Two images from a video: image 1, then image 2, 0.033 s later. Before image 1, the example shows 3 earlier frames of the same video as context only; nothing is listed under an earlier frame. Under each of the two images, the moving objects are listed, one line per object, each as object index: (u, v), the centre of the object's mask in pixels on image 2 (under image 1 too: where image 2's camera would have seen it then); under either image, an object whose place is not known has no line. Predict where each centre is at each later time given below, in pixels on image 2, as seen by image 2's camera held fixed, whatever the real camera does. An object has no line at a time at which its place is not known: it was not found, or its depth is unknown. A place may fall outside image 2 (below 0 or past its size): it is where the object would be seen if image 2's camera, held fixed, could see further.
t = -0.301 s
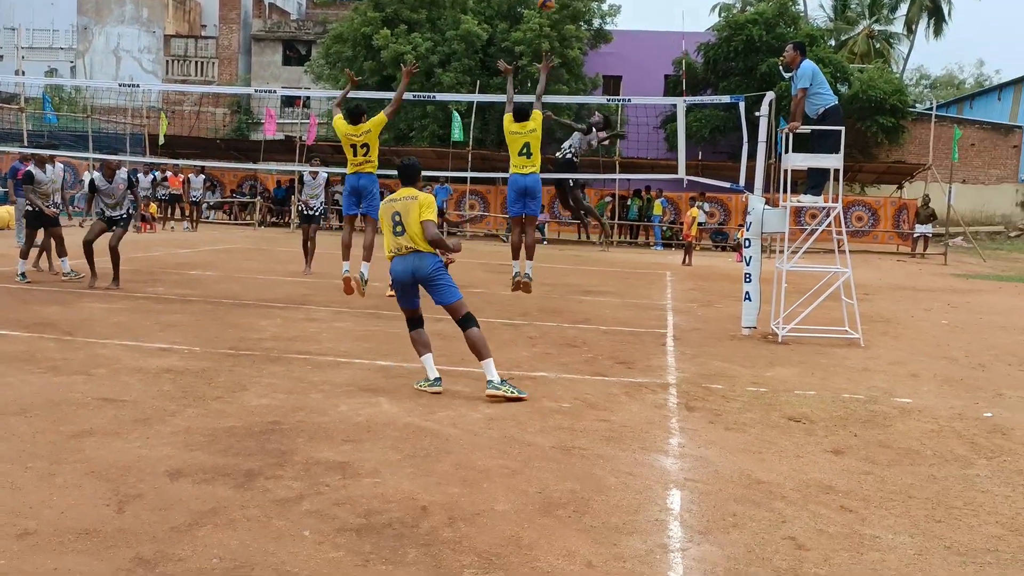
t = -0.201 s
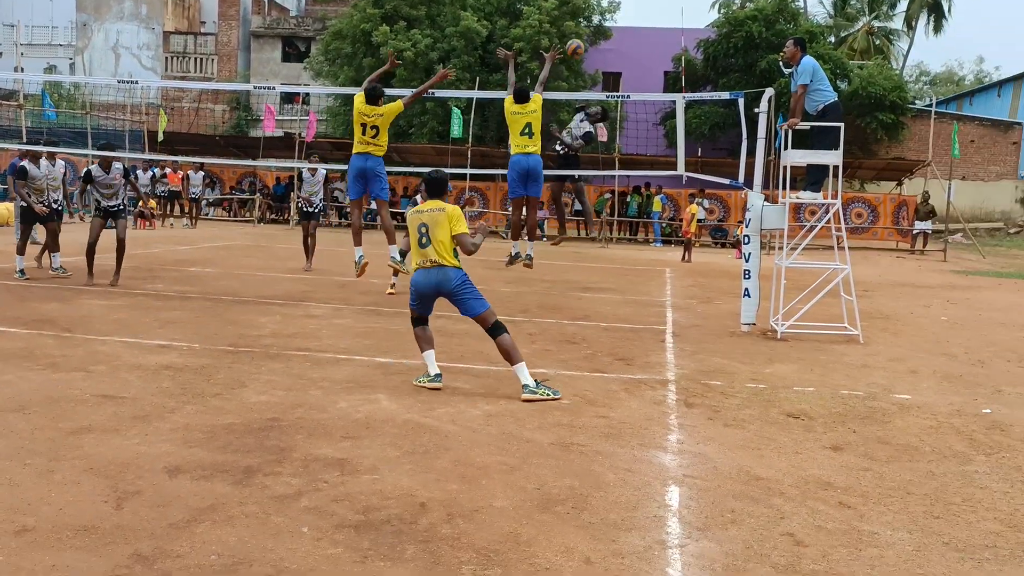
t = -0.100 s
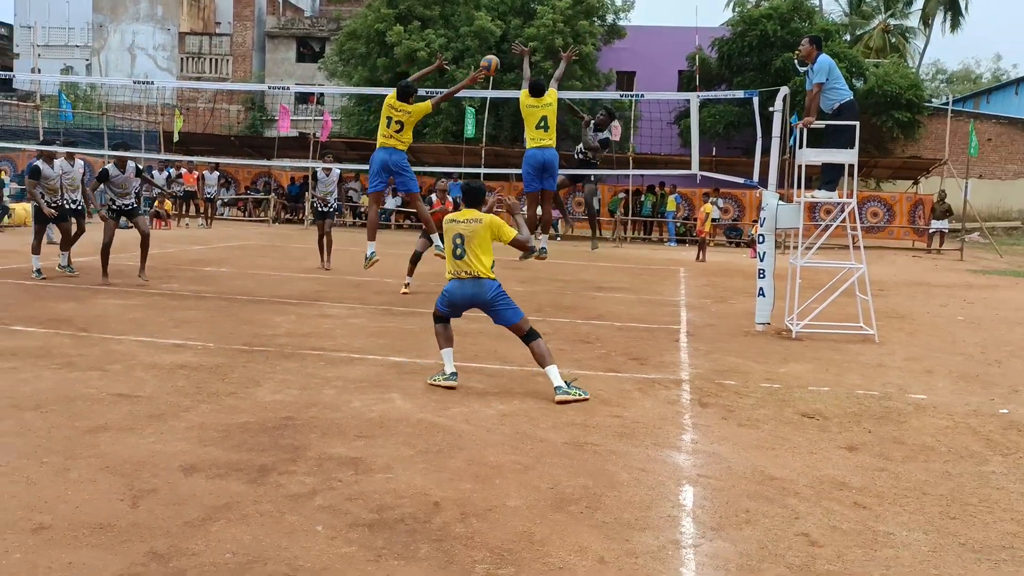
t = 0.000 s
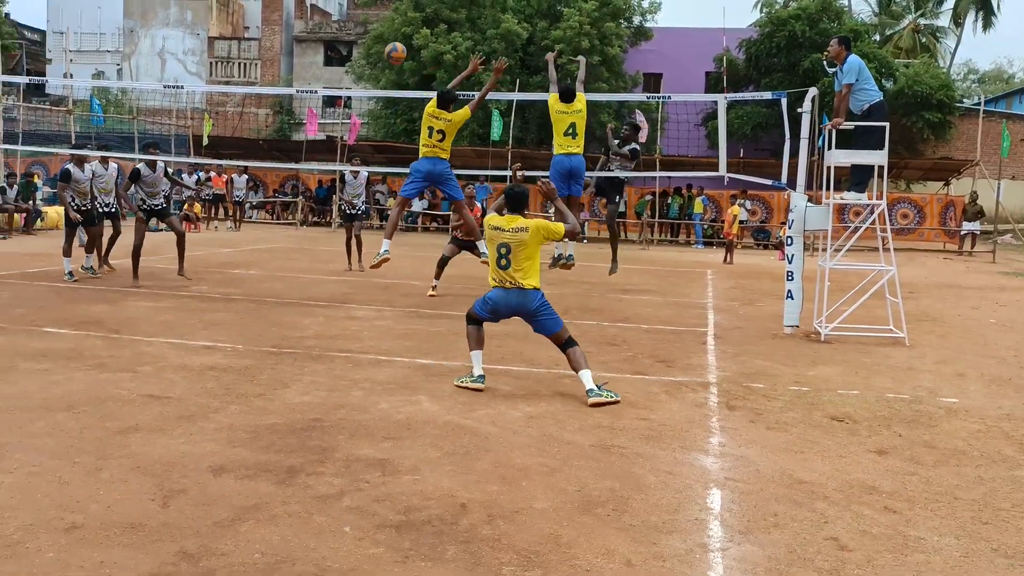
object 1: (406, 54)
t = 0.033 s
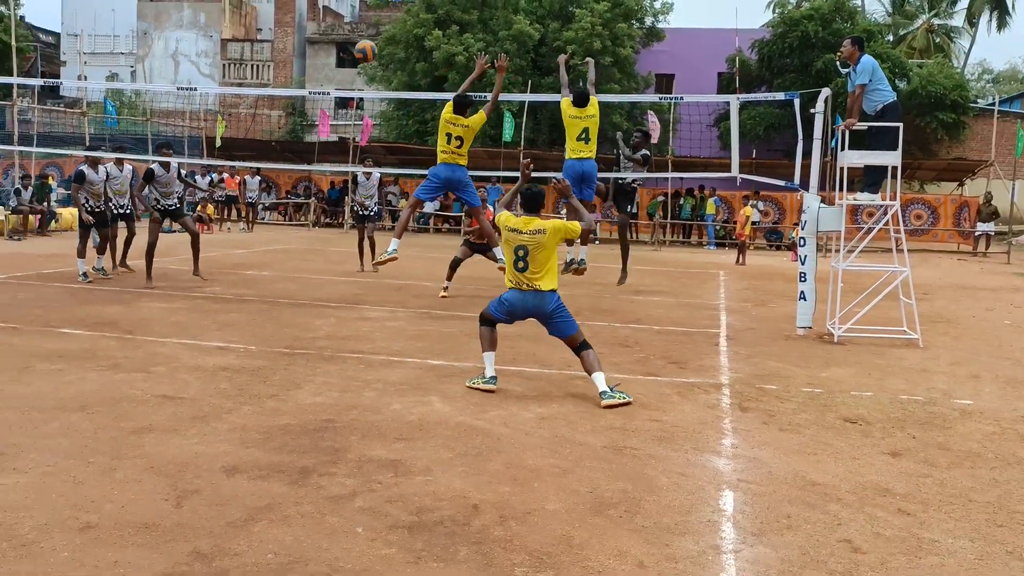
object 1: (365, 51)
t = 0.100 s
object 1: (281, 52)
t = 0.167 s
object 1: (186, 61)
